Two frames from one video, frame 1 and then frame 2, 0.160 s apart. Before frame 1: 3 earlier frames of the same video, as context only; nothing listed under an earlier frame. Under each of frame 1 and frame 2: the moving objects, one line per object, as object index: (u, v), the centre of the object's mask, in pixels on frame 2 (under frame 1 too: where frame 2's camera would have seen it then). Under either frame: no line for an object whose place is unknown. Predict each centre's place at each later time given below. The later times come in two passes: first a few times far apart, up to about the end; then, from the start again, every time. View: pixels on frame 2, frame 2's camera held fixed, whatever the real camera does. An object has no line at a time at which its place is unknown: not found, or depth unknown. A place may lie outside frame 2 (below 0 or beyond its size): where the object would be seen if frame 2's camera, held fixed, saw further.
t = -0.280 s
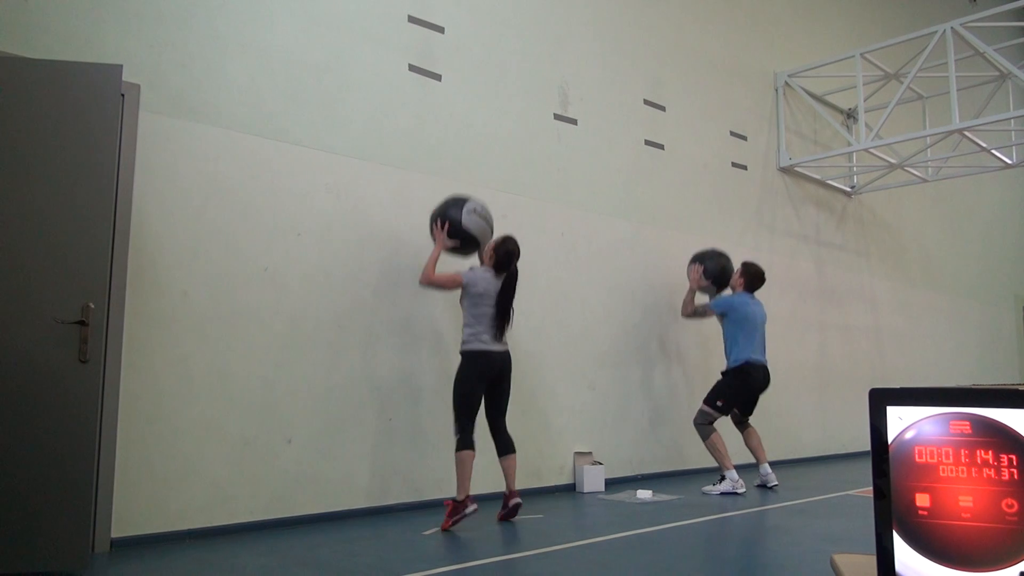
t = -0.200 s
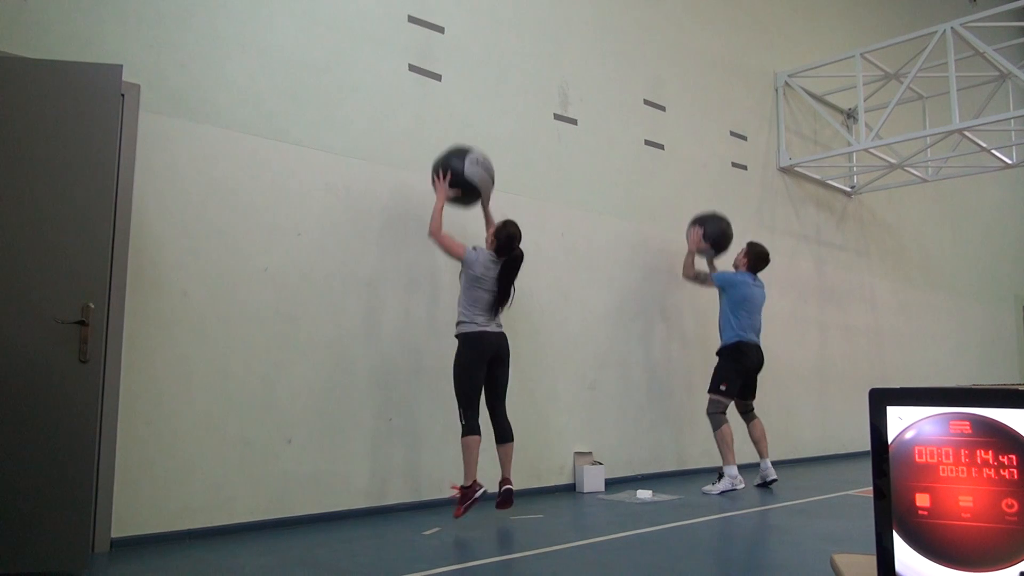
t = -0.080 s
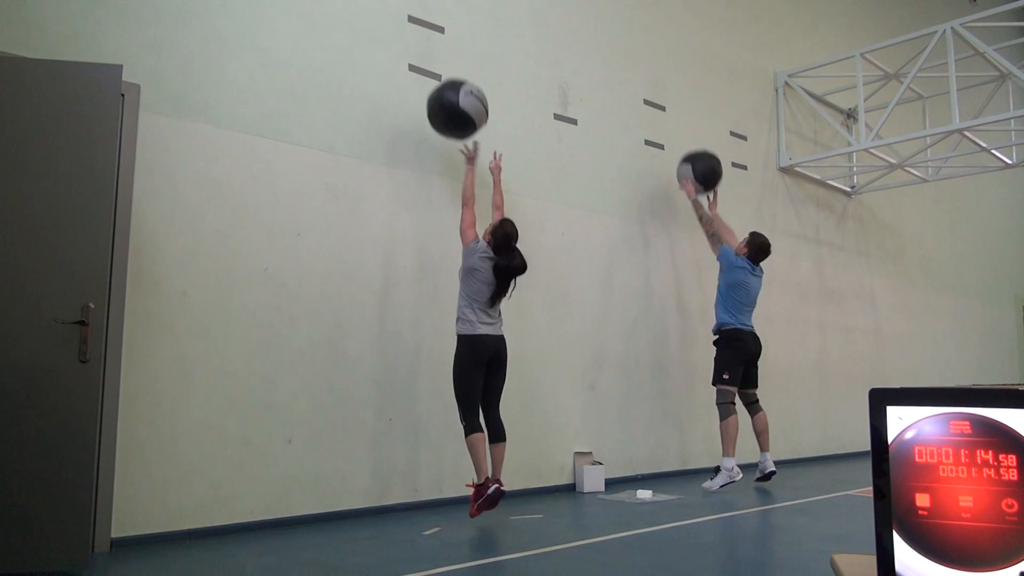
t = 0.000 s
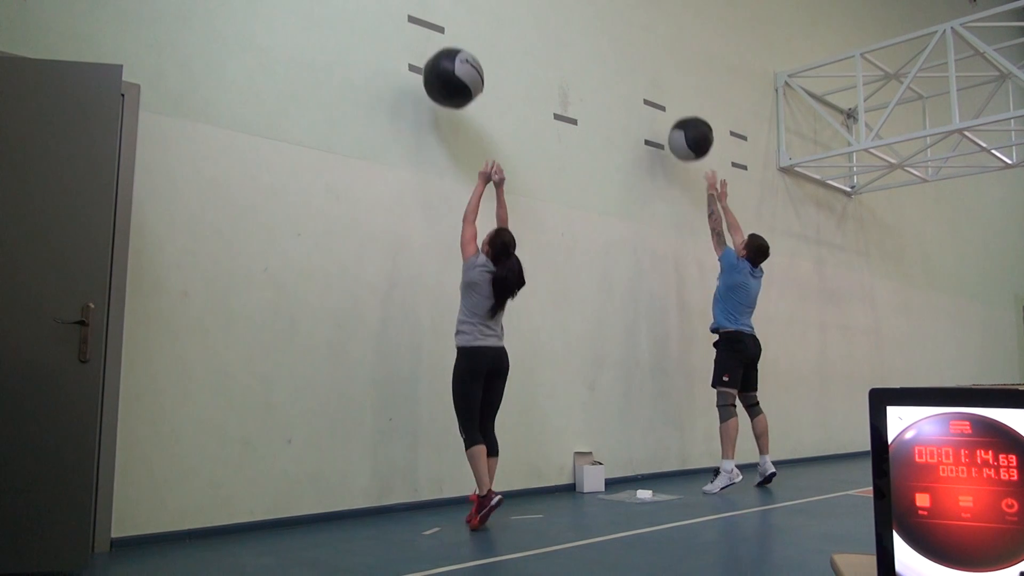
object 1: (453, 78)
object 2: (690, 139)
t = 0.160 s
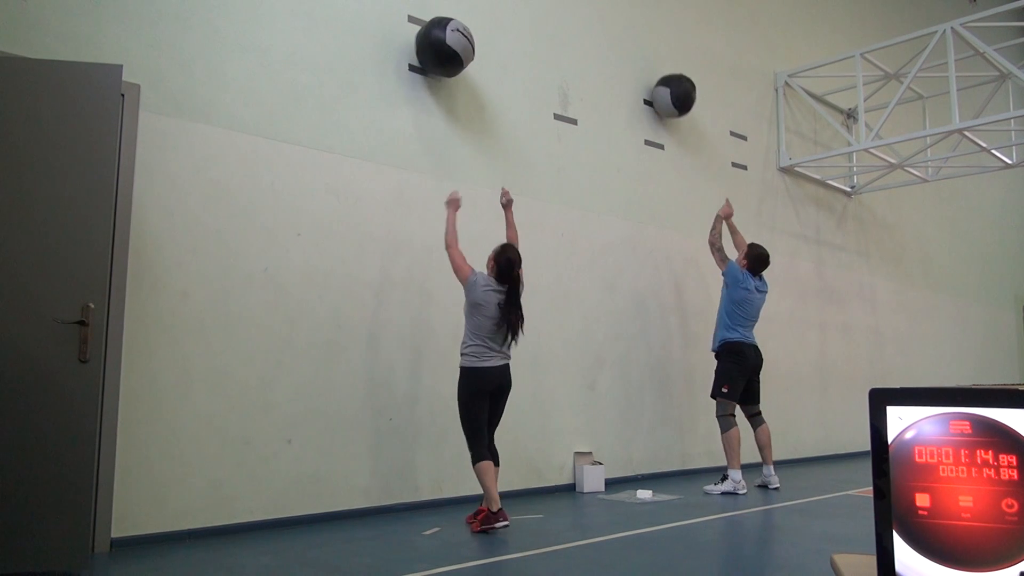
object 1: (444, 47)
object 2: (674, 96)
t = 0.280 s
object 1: (444, 46)
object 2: (674, 84)
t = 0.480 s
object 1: (452, 89)
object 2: (686, 100)
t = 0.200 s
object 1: (442, 45)
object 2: (671, 90)
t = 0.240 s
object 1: (443, 45)
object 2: (672, 87)
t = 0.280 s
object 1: (444, 46)
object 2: (674, 84)
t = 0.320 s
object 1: (446, 50)
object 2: (677, 84)
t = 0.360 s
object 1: (448, 56)
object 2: (679, 85)
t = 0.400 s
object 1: (449, 64)
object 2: (681, 88)
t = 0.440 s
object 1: (451, 75)
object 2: (684, 93)
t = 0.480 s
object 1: (452, 89)
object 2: (686, 100)
